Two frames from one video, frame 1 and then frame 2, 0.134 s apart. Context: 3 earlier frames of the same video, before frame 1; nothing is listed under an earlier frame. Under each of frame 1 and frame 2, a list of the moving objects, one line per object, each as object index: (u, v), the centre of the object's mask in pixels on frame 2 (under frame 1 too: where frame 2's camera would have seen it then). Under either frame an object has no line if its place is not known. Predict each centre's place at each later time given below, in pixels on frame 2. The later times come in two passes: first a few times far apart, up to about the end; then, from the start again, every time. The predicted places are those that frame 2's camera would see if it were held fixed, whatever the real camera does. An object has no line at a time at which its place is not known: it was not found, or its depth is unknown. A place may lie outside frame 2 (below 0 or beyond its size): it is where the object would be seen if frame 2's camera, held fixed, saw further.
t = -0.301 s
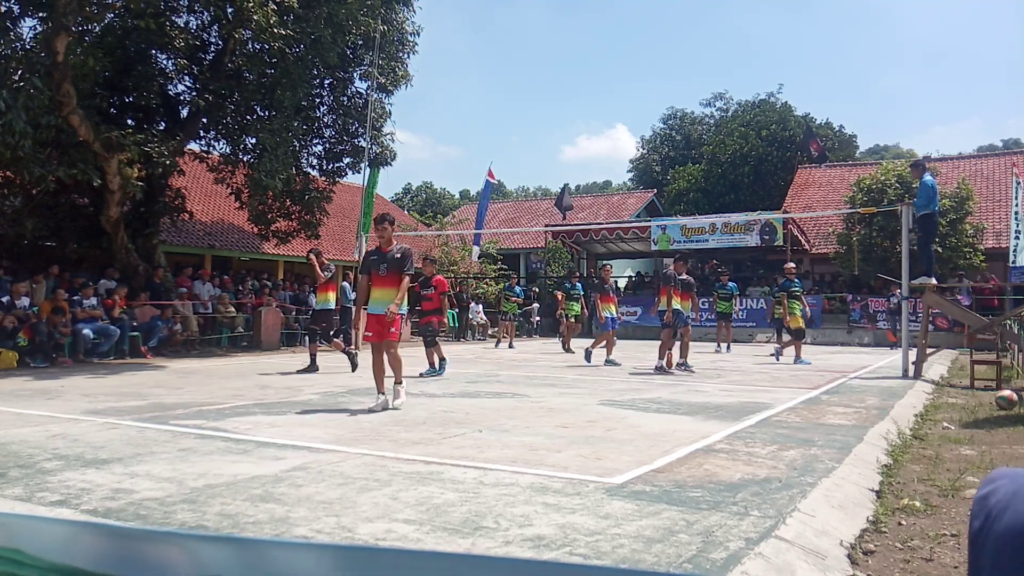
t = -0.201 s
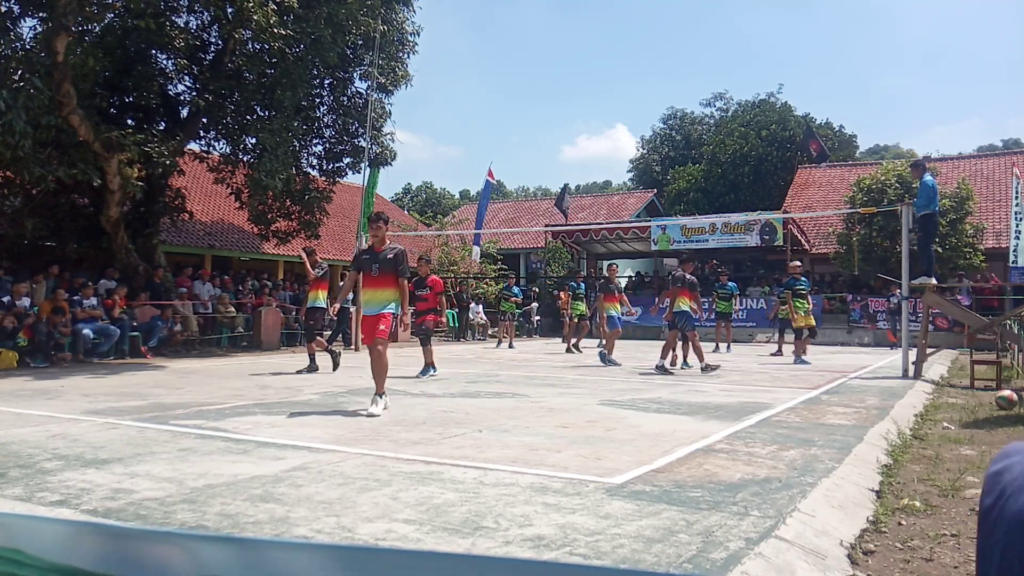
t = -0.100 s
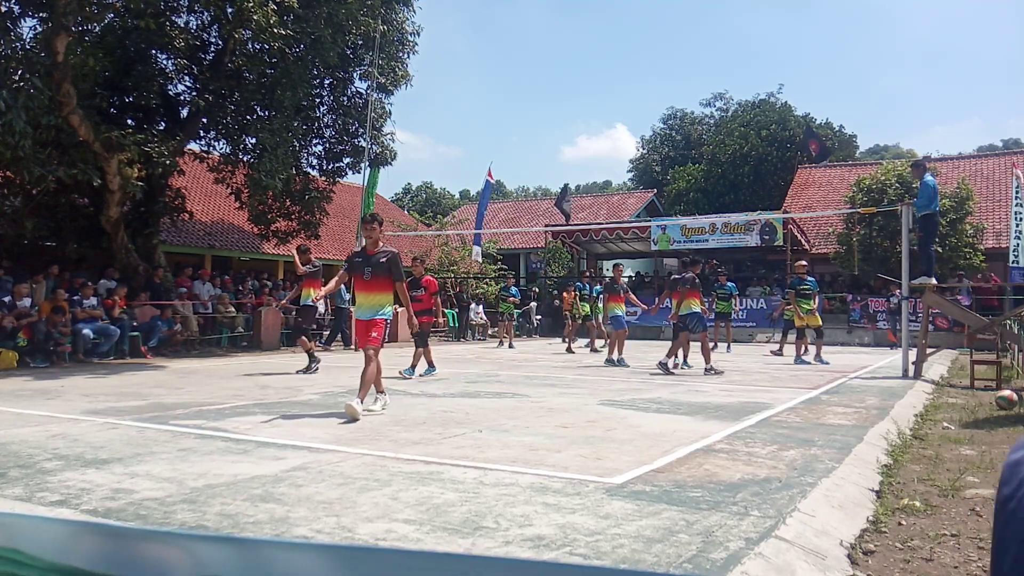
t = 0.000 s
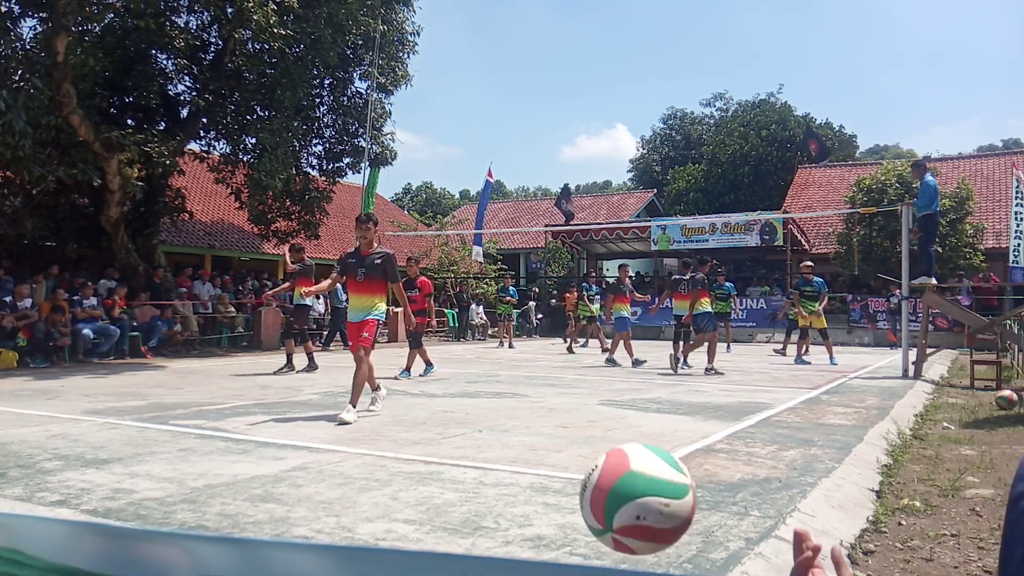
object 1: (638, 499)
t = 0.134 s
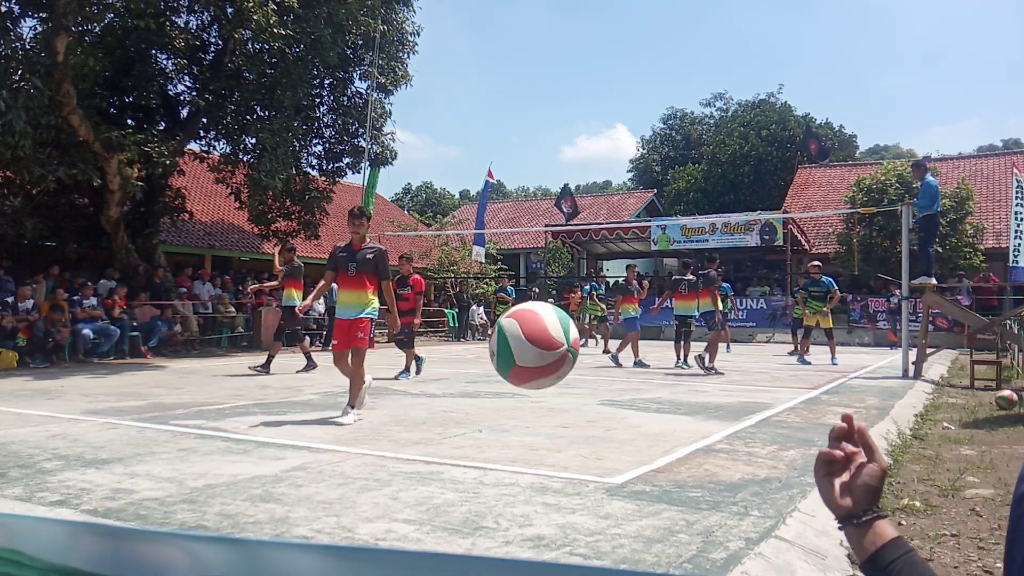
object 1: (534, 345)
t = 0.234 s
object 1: (480, 305)
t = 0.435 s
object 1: (407, 336)
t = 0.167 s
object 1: (515, 326)
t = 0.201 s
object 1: (497, 313)
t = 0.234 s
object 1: (480, 305)
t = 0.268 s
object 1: (465, 302)
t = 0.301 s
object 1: (452, 302)
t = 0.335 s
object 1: (439, 306)
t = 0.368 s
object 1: (428, 313)
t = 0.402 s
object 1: (416, 323)
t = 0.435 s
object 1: (407, 336)
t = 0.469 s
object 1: (397, 351)
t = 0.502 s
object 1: (388, 368)
